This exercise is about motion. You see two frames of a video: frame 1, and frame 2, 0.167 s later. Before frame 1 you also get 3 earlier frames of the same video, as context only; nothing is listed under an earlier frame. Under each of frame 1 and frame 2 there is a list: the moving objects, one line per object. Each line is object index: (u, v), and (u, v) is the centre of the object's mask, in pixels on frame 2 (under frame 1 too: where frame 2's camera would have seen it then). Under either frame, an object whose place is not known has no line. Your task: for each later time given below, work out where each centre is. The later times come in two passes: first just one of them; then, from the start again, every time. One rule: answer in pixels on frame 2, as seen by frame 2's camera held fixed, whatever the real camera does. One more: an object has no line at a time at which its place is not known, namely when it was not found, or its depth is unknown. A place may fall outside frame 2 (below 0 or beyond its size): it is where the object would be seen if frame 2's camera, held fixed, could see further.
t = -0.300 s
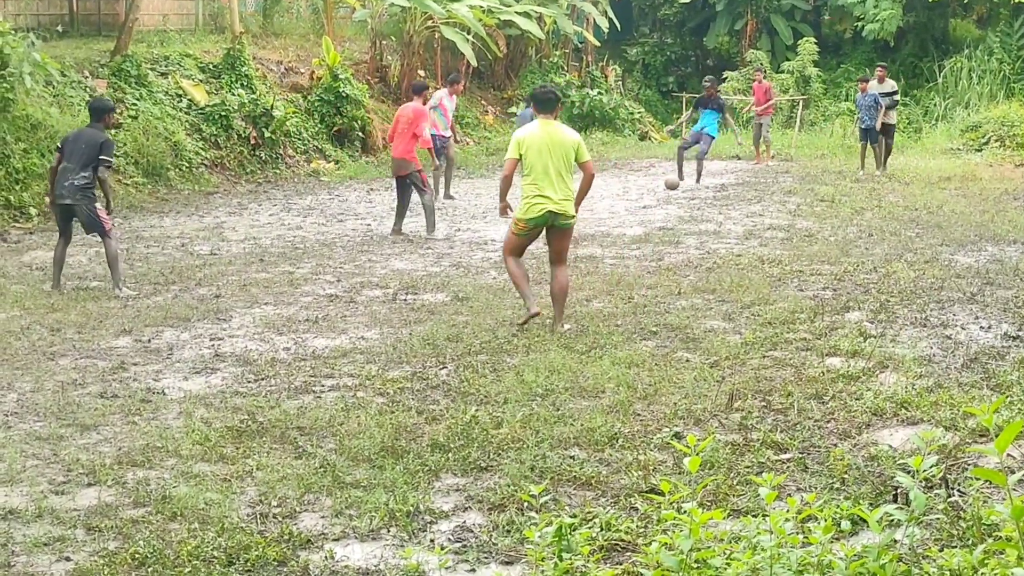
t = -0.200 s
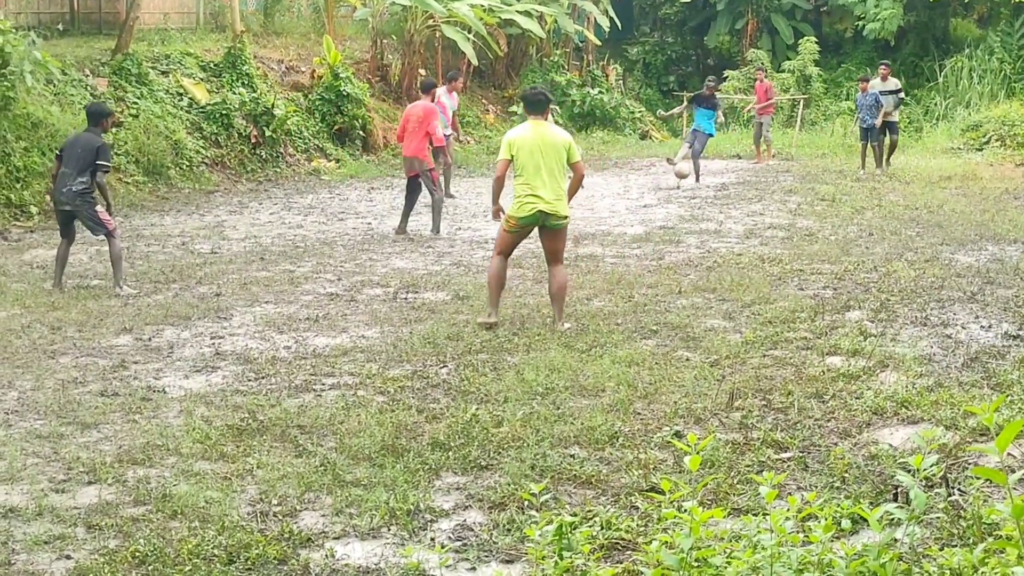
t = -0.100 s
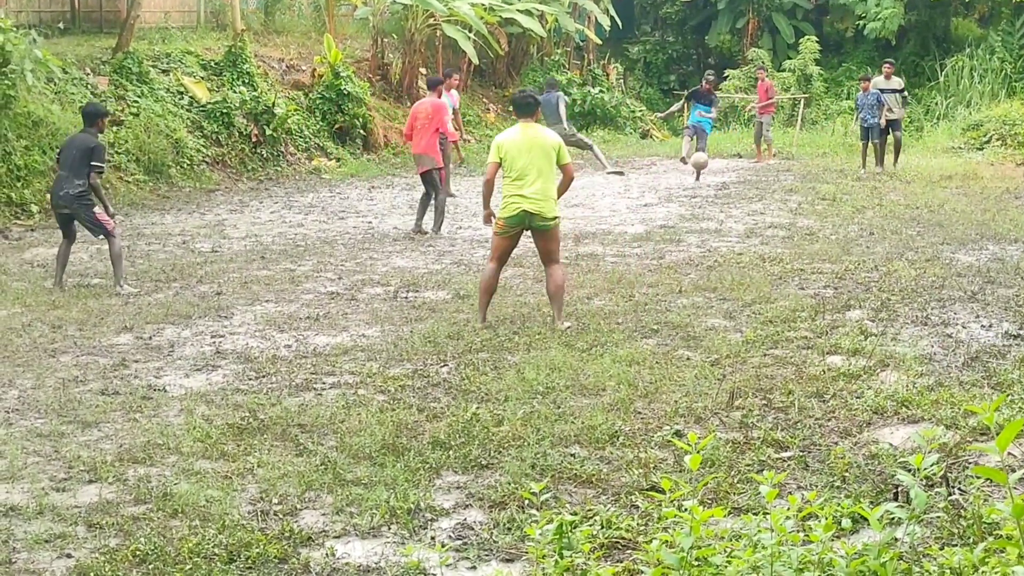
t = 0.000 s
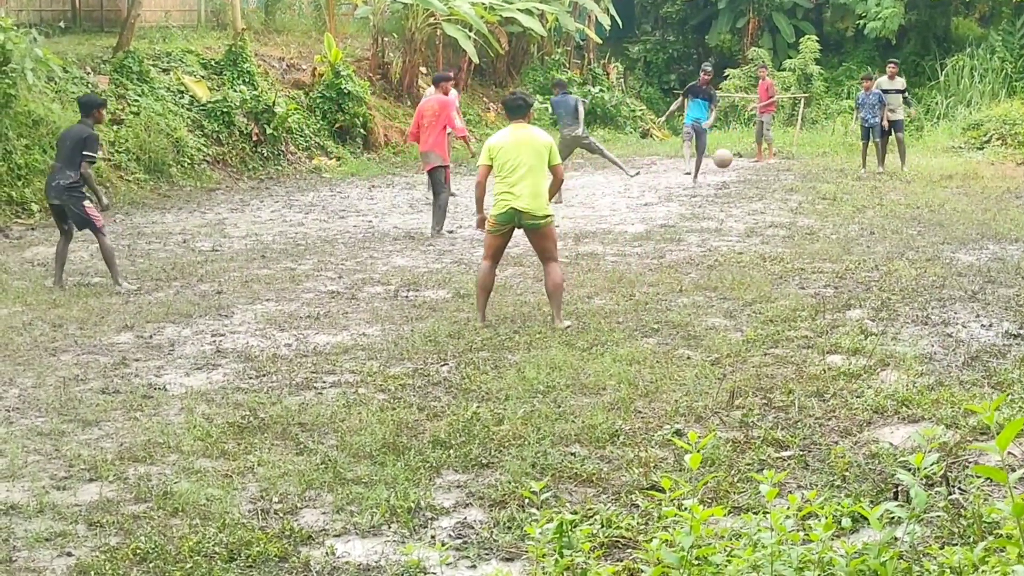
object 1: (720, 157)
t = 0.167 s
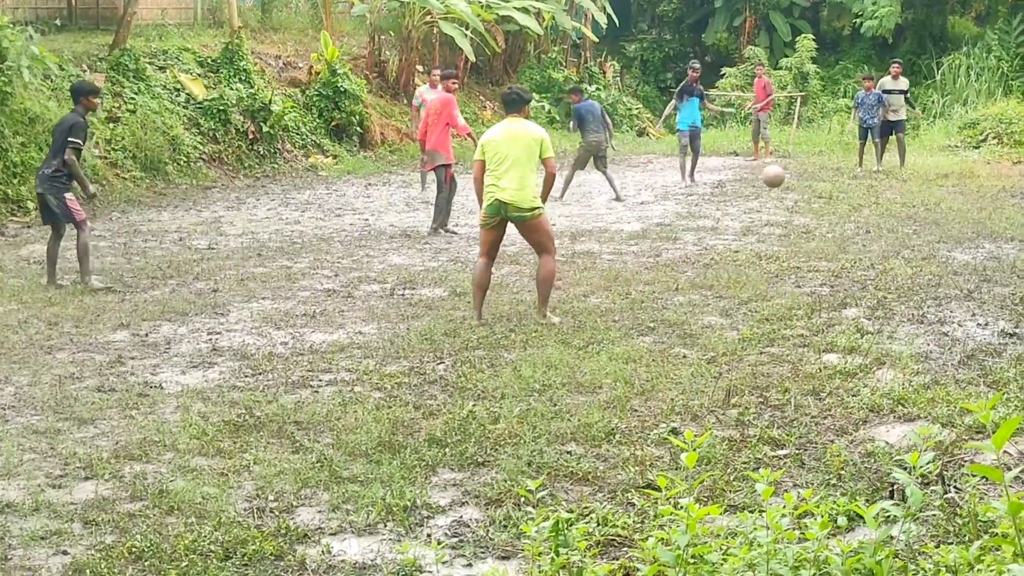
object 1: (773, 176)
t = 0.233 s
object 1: (799, 193)
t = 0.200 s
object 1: (786, 183)
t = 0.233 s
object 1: (799, 193)
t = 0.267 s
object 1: (814, 203)
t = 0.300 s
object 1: (828, 216)
